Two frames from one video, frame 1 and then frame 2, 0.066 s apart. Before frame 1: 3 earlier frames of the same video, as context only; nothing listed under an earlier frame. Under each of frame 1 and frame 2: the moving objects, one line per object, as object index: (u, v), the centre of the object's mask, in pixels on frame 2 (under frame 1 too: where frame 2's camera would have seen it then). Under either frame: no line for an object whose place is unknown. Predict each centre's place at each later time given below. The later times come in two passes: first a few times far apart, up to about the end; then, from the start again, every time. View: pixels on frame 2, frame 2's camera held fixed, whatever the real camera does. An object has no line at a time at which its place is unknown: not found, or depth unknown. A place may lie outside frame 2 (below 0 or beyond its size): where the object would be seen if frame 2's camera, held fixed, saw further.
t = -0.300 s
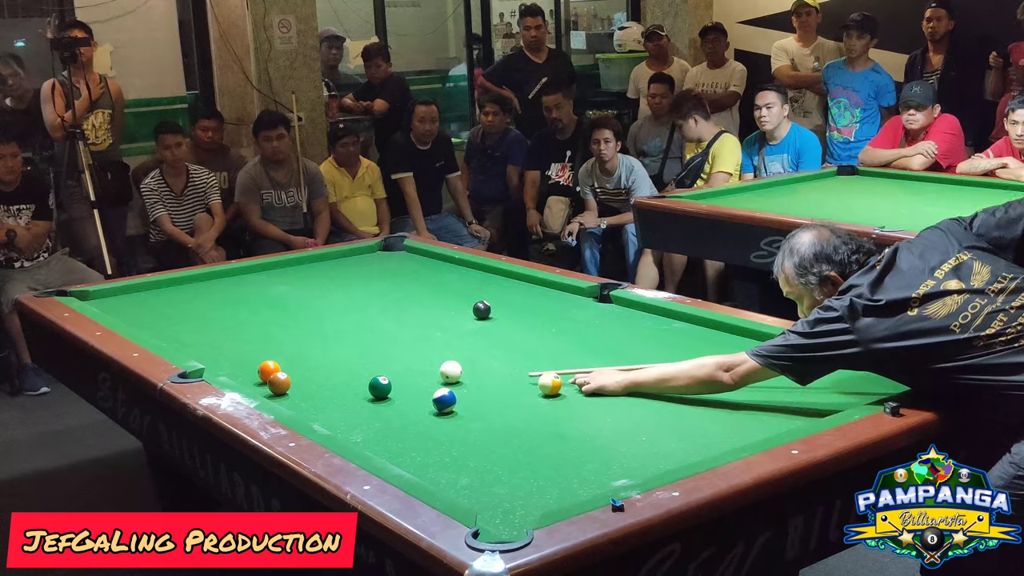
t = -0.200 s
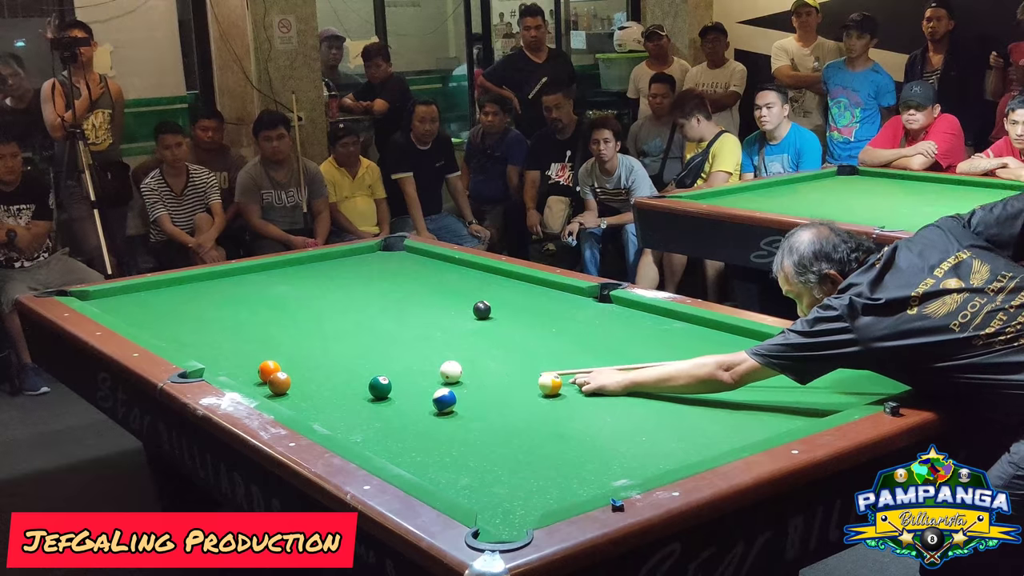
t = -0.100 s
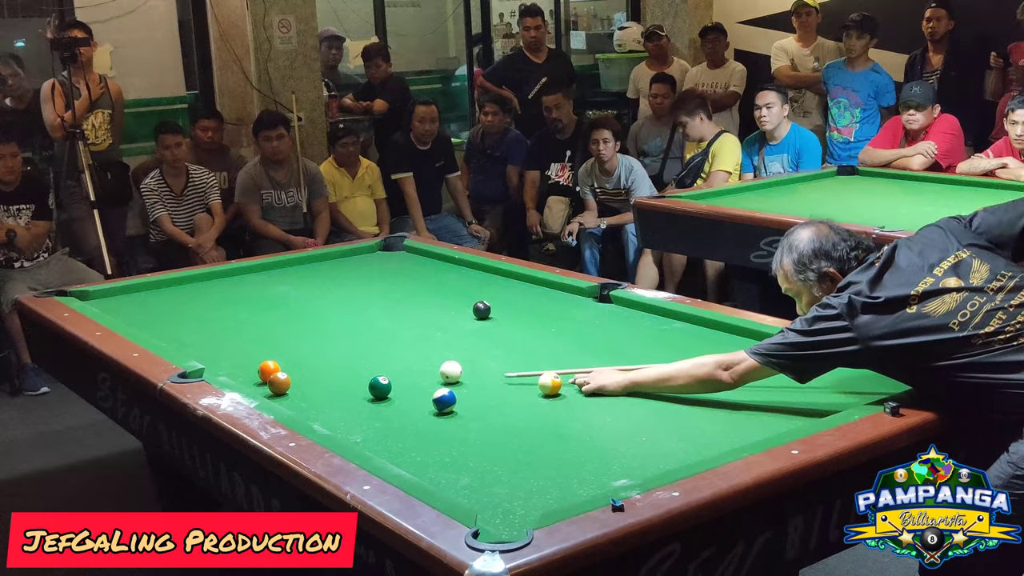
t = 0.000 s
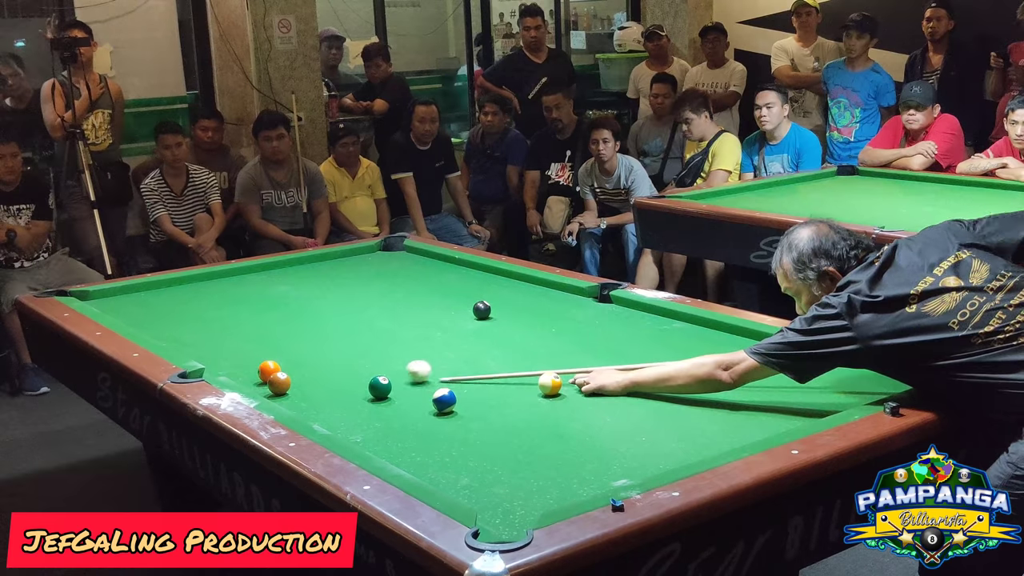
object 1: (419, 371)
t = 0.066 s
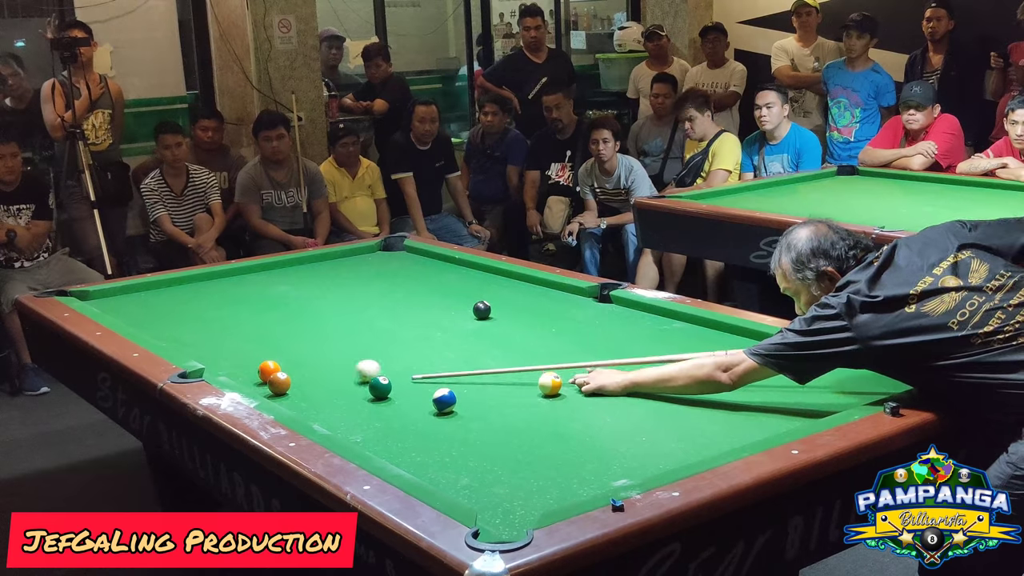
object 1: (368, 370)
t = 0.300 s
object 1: (294, 366)
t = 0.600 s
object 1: (303, 359)
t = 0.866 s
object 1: (310, 354)
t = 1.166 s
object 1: (316, 348)
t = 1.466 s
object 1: (321, 344)
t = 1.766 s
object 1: (325, 341)
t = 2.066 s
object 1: (328, 338)
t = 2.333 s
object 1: (330, 337)
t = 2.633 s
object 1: (331, 336)
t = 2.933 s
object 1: (331, 335)
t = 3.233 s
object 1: (332, 335)
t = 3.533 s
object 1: (332, 335)
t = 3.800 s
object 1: (332, 335)
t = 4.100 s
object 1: (332, 335)
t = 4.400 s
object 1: (332, 335)
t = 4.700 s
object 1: (332, 335)
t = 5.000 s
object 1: (332, 335)
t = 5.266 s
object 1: (332, 335)
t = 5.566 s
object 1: (332, 335)
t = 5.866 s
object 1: (332, 335)
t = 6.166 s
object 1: (332, 335)
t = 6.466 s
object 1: (332, 335)
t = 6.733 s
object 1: (332, 335)
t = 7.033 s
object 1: (332, 335)
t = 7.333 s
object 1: (332, 335)
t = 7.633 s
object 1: (332, 335)
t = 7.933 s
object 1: (332, 335)
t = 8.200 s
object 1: (332, 335)
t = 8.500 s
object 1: (332, 335)
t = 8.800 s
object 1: (332, 335)
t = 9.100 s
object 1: (332, 335)
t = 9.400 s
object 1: (332, 335)
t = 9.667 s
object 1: (332, 335)
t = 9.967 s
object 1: (332, 335)
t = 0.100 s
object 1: (344, 370)
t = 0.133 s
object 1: (323, 370)
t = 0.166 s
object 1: (302, 370)
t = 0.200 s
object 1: (293, 368)
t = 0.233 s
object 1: (293, 368)
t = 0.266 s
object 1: (294, 367)
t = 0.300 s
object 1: (294, 366)
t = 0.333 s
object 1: (296, 365)
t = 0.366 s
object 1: (296, 365)
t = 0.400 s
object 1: (297, 364)
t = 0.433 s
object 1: (298, 363)
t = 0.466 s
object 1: (299, 362)
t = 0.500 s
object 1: (300, 361)
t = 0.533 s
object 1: (301, 361)
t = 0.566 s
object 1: (302, 360)
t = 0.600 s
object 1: (303, 359)
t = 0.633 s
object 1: (304, 358)
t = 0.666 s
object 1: (305, 358)
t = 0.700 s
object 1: (306, 357)
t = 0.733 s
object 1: (306, 356)
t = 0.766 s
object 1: (307, 356)
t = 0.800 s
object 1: (308, 355)
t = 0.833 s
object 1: (309, 354)
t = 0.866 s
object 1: (310, 354)
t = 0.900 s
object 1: (310, 353)
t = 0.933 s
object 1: (311, 352)
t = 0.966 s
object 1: (312, 352)
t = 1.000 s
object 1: (313, 351)
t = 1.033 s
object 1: (313, 350)
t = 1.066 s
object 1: (314, 350)
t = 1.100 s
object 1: (314, 349)
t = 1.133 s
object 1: (315, 349)
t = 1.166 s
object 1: (316, 348)
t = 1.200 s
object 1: (316, 348)
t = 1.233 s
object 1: (317, 347)
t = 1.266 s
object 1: (318, 347)
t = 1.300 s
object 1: (318, 346)
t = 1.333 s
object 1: (319, 346)
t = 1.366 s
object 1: (320, 345)
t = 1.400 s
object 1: (320, 345)
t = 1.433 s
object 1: (321, 345)
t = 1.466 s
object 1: (321, 344)
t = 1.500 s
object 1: (322, 344)
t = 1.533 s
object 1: (322, 343)
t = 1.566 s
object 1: (322, 343)
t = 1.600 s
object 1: (323, 343)
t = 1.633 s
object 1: (323, 342)
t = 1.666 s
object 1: (323, 342)
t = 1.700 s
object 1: (324, 342)
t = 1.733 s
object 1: (324, 341)
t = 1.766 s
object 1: (325, 341)
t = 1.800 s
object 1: (325, 341)
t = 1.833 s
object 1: (325, 340)
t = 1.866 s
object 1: (326, 340)
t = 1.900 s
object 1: (326, 340)
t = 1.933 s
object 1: (326, 339)
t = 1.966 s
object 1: (327, 339)
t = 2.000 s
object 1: (327, 339)
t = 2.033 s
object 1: (327, 339)
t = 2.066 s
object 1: (328, 338)
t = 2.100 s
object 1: (328, 338)
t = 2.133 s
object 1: (328, 338)
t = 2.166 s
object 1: (328, 338)
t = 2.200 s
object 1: (329, 337)
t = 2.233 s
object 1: (329, 337)
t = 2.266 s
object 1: (329, 337)
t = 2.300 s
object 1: (330, 337)
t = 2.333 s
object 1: (330, 337)
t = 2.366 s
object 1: (330, 337)
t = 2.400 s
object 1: (330, 336)
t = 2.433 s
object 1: (330, 336)
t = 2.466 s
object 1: (330, 336)
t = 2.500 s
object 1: (330, 336)
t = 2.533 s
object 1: (330, 336)
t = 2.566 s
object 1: (331, 336)
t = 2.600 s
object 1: (331, 336)
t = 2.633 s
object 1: (331, 336)
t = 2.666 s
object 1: (331, 336)
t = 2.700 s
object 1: (331, 336)
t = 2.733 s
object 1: (331, 335)
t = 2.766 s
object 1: (331, 335)
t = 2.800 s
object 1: (331, 335)
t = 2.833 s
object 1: (331, 335)
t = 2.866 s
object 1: (331, 335)
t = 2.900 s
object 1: (331, 335)
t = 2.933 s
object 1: (331, 335)
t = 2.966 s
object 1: (332, 335)
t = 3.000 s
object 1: (332, 335)
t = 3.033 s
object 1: (332, 335)
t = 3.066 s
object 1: (332, 335)
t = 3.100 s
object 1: (332, 335)
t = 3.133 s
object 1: (332, 335)
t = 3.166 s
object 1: (332, 335)
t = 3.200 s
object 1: (332, 335)
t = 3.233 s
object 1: (332, 335)
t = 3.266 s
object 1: (332, 335)
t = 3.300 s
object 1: (332, 335)
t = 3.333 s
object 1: (332, 335)
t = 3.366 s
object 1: (332, 335)
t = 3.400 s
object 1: (332, 335)
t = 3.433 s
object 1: (332, 335)
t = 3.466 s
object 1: (332, 335)
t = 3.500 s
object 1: (332, 335)
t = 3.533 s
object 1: (332, 335)
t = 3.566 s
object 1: (332, 335)
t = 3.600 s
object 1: (332, 335)
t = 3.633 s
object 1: (332, 335)
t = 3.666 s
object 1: (332, 335)
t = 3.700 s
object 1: (332, 335)
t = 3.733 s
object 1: (332, 335)
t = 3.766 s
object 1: (332, 335)
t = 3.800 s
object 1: (332, 335)
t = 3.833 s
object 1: (332, 335)
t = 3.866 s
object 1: (332, 335)
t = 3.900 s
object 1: (332, 335)
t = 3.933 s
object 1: (332, 335)
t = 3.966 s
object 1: (332, 335)
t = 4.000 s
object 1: (332, 335)
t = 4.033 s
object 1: (332, 335)
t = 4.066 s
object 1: (332, 335)
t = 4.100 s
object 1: (332, 335)
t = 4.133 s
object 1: (332, 335)
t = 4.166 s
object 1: (332, 335)
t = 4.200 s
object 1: (332, 335)
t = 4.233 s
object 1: (332, 335)
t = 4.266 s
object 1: (332, 335)
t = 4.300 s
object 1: (332, 335)
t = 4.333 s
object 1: (332, 335)
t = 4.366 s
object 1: (332, 335)
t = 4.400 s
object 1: (332, 335)
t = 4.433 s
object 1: (332, 335)
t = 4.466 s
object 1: (332, 335)
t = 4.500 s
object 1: (332, 335)
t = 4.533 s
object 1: (332, 335)
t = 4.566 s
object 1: (332, 335)
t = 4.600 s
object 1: (332, 335)
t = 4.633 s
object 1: (332, 335)
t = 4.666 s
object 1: (332, 335)
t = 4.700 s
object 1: (332, 335)
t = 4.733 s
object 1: (332, 335)
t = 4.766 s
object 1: (332, 335)
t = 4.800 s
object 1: (332, 335)
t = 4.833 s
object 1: (332, 335)
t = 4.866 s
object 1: (332, 335)
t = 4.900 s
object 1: (332, 335)
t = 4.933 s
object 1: (332, 335)
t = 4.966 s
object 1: (332, 335)
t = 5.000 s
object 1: (332, 335)
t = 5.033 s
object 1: (332, 335)
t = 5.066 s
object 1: (332, 335)
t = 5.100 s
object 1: (332, 335)
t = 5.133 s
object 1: (332, 335)
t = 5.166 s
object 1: (332, 335)
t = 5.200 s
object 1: (332, 335)
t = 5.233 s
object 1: (332, 335)
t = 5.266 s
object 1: (332, 335)
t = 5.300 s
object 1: (332, 335)
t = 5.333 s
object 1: (332, 335)
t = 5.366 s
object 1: (332, 335)
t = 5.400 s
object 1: (332, 335)
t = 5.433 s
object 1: (332, 335)
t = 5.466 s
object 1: (332, 335)
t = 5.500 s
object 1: (332, 335)
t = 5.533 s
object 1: (332, 335)
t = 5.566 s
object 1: (332, 335)
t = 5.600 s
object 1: (332, 335)
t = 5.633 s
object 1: (332, 335)
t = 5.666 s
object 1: (332, 335)
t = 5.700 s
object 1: (332, 335)
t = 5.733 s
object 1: (332, 335)
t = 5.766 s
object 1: (332, 335)
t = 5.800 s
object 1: (332, 335)
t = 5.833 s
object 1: (332, 335)
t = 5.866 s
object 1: (332, 335)
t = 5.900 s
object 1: (332, 335)
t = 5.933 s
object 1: (332, 335)
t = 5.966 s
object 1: (332, 335)
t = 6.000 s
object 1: (332, 335)
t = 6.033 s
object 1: (332, 335)
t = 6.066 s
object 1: (332, 335)
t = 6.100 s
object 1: (332, 335)
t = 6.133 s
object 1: (332, 335)
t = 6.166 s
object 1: (332, 335)
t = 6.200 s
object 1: (332, 335)
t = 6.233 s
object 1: (332, 335)
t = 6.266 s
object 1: (332, 335)
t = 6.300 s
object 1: (332, 335)
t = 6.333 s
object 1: (332, 335)
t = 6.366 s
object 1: (332, 335)
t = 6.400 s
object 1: (332, 335)
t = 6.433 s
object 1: (332, 335)
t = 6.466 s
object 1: (332, 335)
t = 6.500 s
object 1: (332, 335)
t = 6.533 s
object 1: (332, 335)
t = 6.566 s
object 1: (332, 335)
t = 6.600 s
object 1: (332, 335)
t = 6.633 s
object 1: (332, 335)
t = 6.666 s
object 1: (332, 335)
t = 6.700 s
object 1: (332, 335)
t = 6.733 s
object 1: (332, 335)
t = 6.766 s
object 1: (332, 335)
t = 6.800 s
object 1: (332, 335)
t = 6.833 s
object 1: (332, 335)
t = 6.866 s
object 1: (332, 335)
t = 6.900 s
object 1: (332, 335)
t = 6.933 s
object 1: (332, 335)
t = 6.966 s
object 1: (332, 335)
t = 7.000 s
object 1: (332, 335)
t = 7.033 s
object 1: (332, 335)
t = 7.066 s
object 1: (332, 335)
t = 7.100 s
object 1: (332, 335)
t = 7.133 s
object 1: (332, 335)
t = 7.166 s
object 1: (332, 335)
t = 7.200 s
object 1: (332, 335)
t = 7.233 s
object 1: (332, 335)
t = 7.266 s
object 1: (332, 335)
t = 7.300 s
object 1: (332, 335)
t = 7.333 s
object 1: (332, 335)
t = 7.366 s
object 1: (332, 335)
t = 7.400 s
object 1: (332, 335)
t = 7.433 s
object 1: (332, 335)
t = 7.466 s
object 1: (332, 335)
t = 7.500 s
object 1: (332, 335)
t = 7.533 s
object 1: (332, 335)
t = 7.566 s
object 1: (332, 335)
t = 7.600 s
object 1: (332, 335)
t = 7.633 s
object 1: (332, 335)
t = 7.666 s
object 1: (332, 335)
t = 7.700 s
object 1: (332, 335)
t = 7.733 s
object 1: (332, 335)
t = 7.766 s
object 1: (332, 335)
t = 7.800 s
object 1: (332, 335)
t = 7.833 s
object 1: (332, 335)
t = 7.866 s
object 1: (332, 335)
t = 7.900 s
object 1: (332, 335)
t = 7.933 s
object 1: (332, 335)
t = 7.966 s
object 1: (332, 335)
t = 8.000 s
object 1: (332, 335)
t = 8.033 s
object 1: (332, 335)
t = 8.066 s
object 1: (332, 335)
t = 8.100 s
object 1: (332, 335)
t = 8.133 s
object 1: (332, 335)
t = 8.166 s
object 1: (332, 335)
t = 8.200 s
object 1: (332, 335)
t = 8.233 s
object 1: (332, 335)
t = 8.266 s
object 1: (332, 335)
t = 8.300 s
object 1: (332, 335)
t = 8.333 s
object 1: (332, 335)
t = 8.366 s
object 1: (332, 335)
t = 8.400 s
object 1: (332, 335)
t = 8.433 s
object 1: (332, 335)
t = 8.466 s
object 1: (332, 335)
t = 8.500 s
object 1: (332, 335)
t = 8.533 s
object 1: (332, 335)
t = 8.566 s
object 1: (332, 335)
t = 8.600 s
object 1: (332, 335)
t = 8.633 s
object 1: (332, 335)
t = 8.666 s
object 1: (332, 335)
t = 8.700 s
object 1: (332, 335)
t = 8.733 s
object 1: (332, 335)
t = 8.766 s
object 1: (332, 335)
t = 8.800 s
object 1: (332, 335)
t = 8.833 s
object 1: (332, 335)
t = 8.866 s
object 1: (332, 335)
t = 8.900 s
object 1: (332, 335)
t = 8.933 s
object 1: (332, 335)
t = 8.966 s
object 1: (332, 335)
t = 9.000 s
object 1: (332, 335)
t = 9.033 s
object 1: (332, 335)
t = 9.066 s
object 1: (332, 335)
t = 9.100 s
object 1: (332, 335)
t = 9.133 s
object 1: (332, 335)
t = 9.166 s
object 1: (332, 335)
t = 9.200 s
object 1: (332, 335)
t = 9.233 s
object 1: (332, 335)
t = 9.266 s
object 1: (332, 335)
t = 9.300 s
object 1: (332, 335)
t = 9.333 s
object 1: (332, 335)
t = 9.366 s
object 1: (332, 335)
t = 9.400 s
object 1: (332, 335)
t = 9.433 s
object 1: (332, 335)
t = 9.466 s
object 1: (332, 335)
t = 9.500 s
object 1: (332, 335)
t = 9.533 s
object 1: (332, 335)
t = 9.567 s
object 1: (332, 335)
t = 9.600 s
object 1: (332, 335)
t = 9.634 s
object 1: (332, 335)
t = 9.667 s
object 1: (332, 335)
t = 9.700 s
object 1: (332, 335)
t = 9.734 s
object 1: (332, 335)
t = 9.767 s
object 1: (332, 335)
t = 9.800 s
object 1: (332, 335)
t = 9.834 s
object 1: (332, 335)
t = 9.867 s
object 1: (332, 335)
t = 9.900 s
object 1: (332, 335)
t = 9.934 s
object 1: (332, 335)
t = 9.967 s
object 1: (332, 335)
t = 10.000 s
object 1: (332, 335)
